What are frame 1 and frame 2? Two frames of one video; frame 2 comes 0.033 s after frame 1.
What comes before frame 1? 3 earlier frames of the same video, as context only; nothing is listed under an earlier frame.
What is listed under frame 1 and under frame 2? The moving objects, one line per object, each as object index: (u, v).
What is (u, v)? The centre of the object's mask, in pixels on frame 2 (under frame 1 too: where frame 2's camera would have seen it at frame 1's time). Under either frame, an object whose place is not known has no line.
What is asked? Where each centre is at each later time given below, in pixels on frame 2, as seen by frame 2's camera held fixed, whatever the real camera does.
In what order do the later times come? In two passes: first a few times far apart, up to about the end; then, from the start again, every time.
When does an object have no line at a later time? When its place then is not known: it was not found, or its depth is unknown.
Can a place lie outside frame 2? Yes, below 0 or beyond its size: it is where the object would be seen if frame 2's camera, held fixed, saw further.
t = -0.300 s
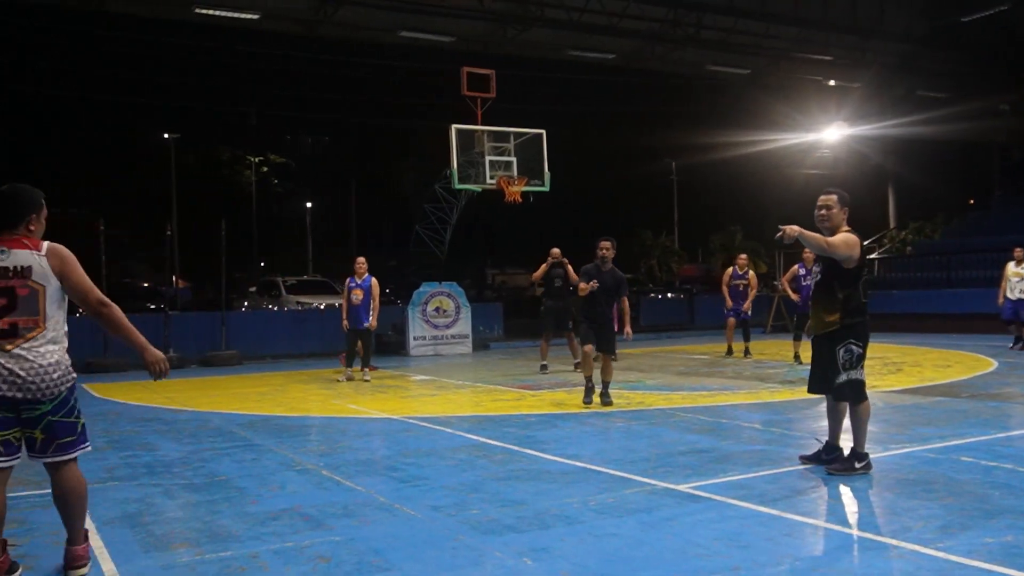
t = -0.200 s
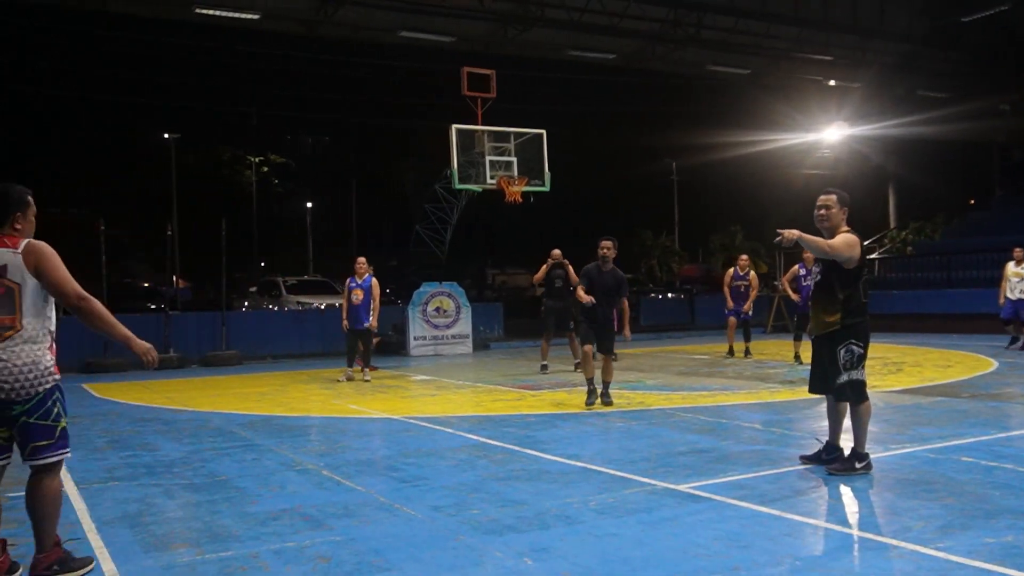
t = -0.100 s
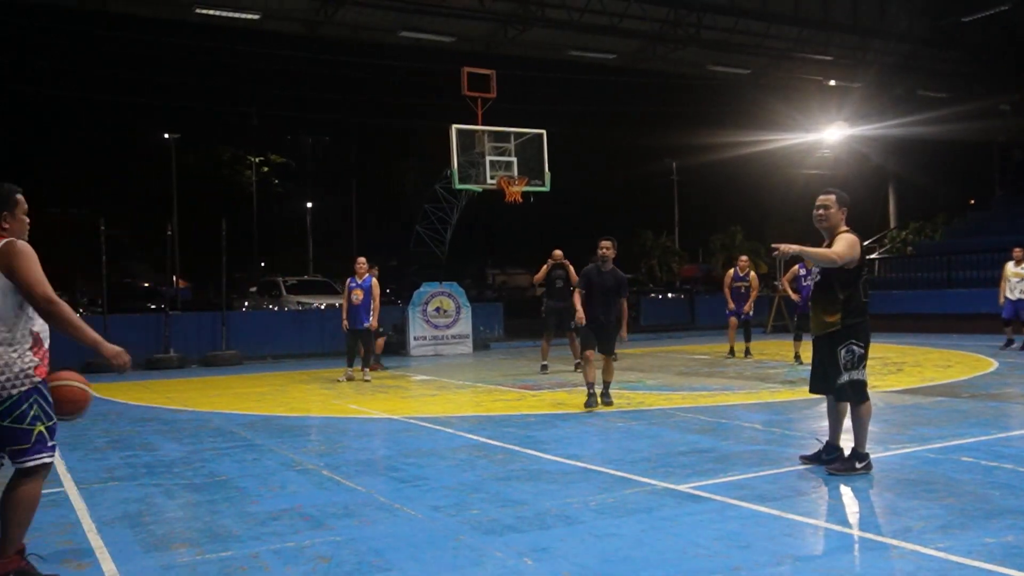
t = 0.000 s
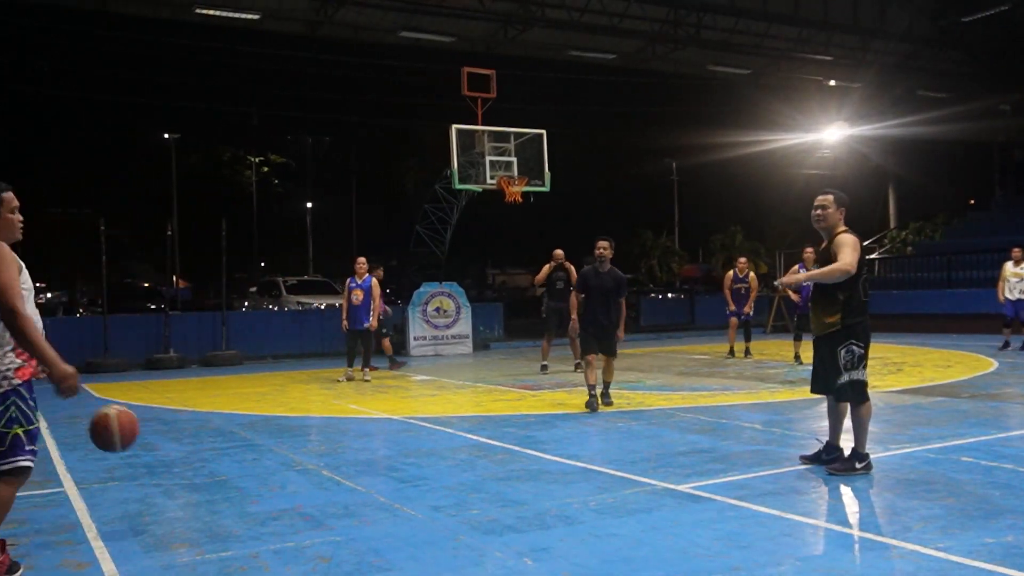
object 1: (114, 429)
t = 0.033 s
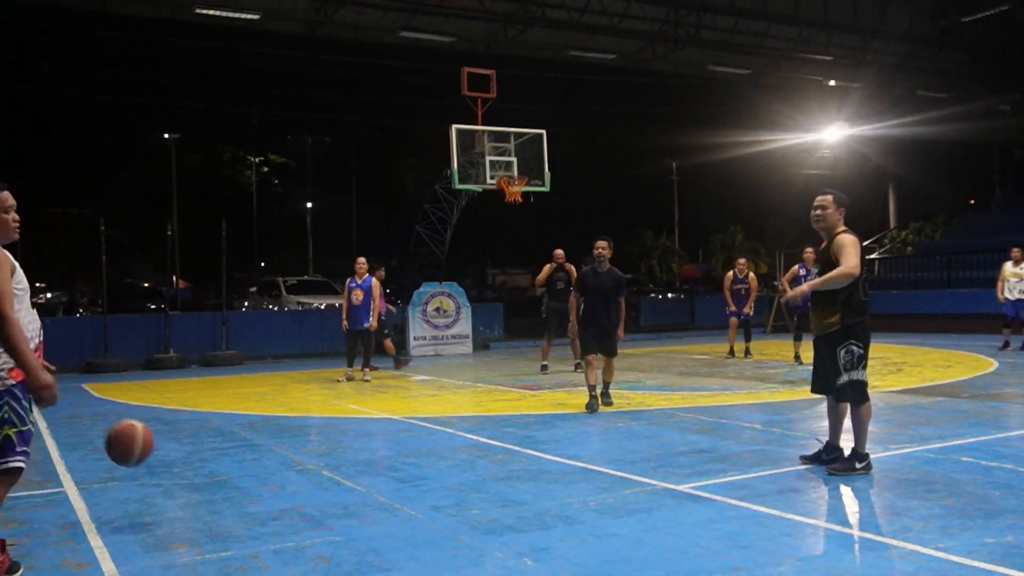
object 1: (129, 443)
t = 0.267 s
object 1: (209, 420)
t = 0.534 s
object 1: (278, 386)
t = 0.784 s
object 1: (336, 451)
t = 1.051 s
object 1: (382, 386)
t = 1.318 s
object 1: (423, 420)
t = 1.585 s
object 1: (457, 386)
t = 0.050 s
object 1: (136, 451)
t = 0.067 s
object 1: (144, 459)
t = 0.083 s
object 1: (152, 467)
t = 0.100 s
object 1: (158, 477)
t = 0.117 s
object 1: (165, 486)
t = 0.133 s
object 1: (171, 485)
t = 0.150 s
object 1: (176, 475)
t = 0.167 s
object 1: (181, 465)
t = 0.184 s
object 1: (186, 456)
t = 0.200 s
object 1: (191, 448)
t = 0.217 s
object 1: (196, 440)
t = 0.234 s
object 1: (200, 433)
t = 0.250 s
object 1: (204, 426)
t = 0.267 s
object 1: (209, 420)
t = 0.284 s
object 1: (214, 414)
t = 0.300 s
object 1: (218, 409)
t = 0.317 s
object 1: (223, 404)
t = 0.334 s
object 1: (227, 399)
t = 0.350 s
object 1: (232, 396)
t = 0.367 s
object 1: (236, 392)
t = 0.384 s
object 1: (240, 389)
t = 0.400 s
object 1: (244, 387)
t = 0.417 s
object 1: (249, 385)
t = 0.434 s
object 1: (253, 384)
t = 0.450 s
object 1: (258, 383)
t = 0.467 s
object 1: (262, 383)
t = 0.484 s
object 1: (266, 383)
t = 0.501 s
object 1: (271, 383)
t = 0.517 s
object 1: (274, 385)
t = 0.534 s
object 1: (278, 386)
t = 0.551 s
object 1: (282, 388)
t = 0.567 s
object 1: (286, 390)
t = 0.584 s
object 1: (291, 393)
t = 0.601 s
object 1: (294, 396)
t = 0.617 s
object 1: (298, 399)
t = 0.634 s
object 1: (302, 403)
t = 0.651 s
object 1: (306, 407)
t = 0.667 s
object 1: (310, 411)
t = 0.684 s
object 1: (314, 416)
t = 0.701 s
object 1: (318, 422)
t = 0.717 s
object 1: (321, 427)
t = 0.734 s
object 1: (325, 433)
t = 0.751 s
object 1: (329, 439)
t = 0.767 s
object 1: (332, 446)
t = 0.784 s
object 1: (336, 451)
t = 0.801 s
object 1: (339, 444)
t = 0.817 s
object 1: (342, 437)
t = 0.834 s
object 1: (345, 431)
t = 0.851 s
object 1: (348, 425)
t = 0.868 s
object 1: (351, 420)
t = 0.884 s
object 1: (354, 415)
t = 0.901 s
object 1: (357, 410)
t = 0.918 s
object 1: (359, 406)
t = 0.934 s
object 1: (362, 402)
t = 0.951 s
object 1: (365, 399)
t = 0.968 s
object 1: (368, 396)
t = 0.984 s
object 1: (370, 393)
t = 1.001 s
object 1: (373, 391)
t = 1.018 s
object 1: (376, 389)
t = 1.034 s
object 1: (379, 387)
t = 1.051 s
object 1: (382, 386)
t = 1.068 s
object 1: (384, 386)
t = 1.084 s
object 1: (387, 386)
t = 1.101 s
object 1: (389, 386)
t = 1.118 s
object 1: (392, 386)
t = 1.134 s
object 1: (395, 387)
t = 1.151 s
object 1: (397, 388)
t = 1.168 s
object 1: (400, 390)
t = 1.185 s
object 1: (403, 391)
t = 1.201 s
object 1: (405, 394)
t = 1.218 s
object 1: (408, 397)
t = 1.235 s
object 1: (411, 400)
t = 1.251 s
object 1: (413, 403)
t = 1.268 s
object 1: (416, 407)
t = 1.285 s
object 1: (418, 411)
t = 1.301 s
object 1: (421, 415)
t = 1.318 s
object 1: (423, 420)
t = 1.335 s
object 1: (426, 425)
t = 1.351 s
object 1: (428, 428)
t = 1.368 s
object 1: (430, 422)
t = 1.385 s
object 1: (432, 417)
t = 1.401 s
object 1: (434, 412)
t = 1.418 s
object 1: (437, 408)
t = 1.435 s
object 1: (439, 404)
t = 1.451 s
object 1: (441, 401)
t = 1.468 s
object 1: (443, 398)
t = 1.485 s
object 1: (445, 395)
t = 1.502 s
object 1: (447, 392)
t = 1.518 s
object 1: (449, 390)
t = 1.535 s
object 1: (451, 388)
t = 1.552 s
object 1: (453, 387)
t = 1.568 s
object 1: (455, 386)
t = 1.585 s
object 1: (457, 386)
